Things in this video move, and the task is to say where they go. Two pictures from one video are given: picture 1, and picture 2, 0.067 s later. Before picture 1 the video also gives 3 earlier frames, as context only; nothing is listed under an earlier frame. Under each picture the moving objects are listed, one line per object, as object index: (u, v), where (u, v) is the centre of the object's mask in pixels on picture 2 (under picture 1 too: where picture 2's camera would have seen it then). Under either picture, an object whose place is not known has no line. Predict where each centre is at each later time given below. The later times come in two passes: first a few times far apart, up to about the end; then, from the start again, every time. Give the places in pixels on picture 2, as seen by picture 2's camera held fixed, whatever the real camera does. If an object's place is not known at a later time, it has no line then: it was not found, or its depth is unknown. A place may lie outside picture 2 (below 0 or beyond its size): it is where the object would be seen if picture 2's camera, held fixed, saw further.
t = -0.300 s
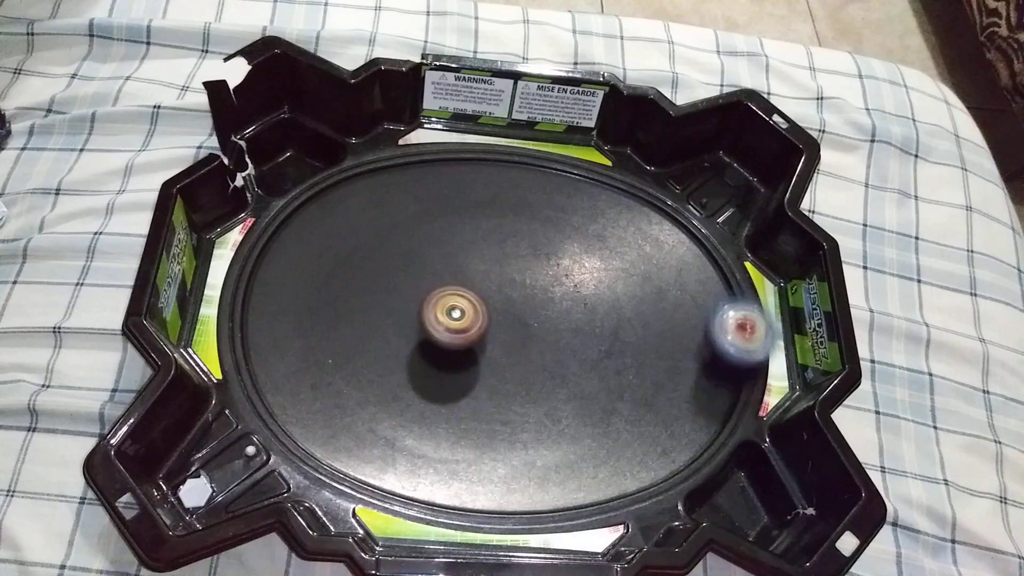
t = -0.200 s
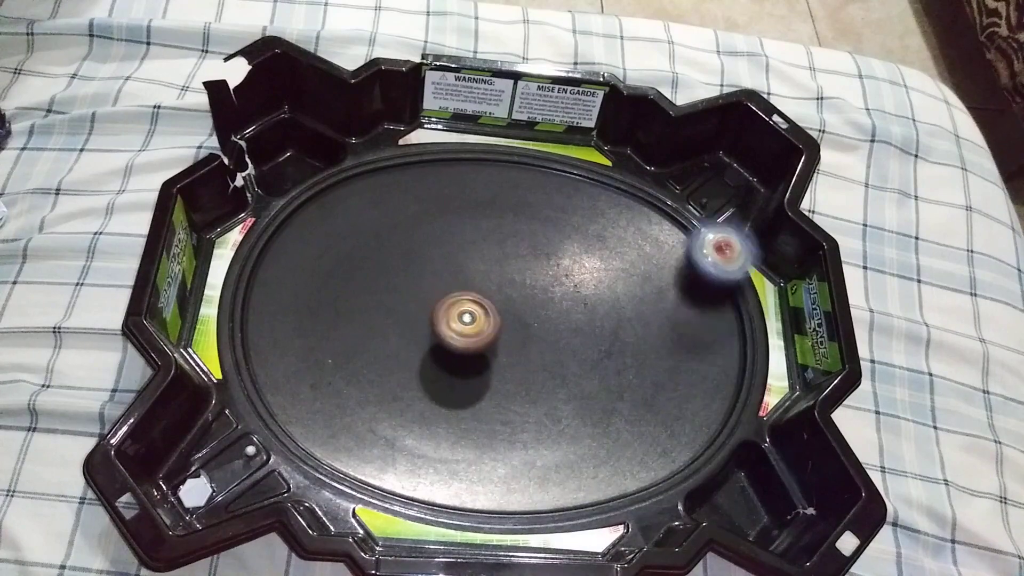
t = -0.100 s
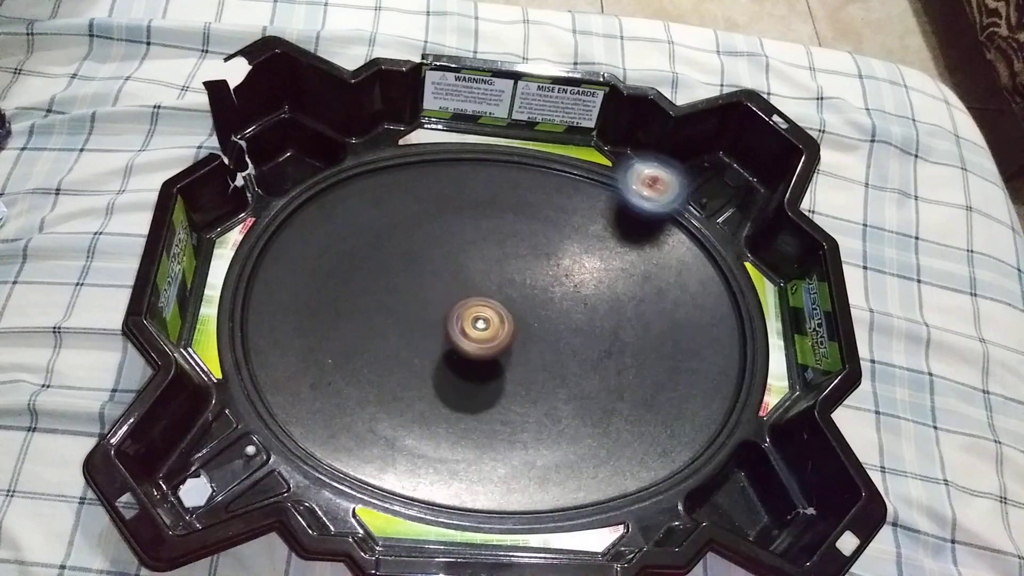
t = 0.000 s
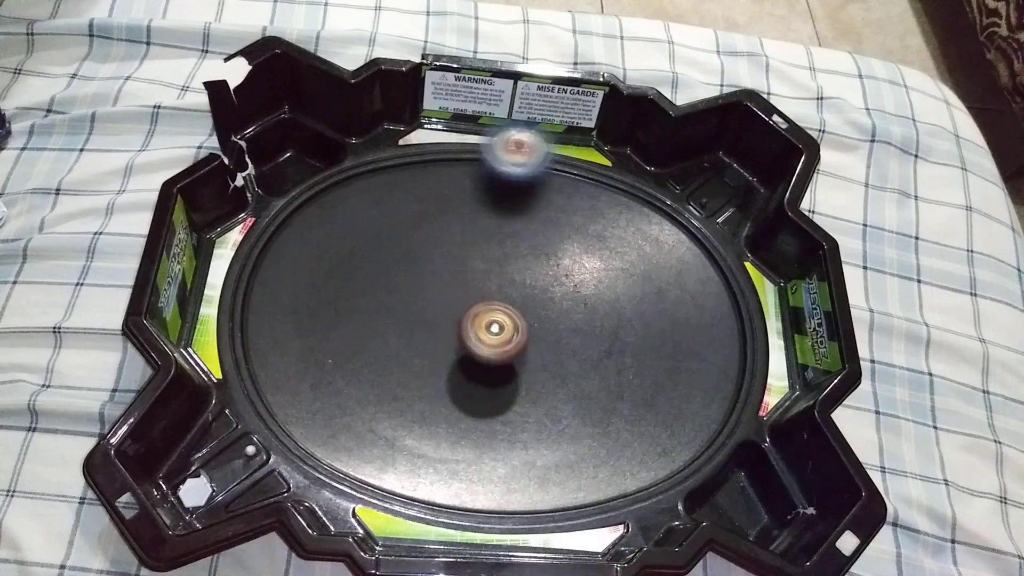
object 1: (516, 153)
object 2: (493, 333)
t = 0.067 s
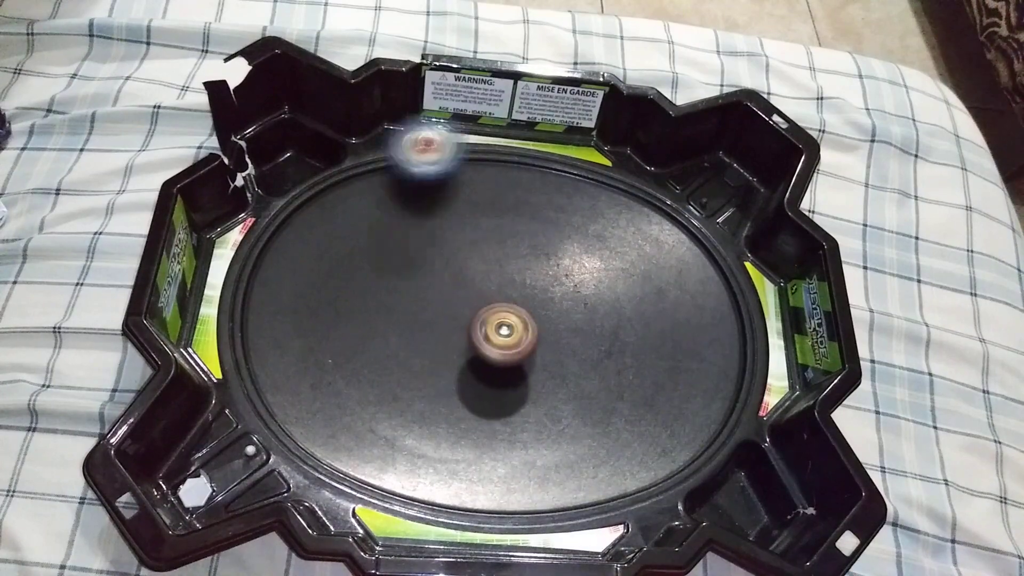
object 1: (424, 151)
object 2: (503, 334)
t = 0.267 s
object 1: (259, 364)
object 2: (527, 333)
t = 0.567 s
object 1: (745, 334)
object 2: (538, 327)
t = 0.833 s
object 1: (292, 199)
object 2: (531, 321)
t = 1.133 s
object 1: (692, 448)
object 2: (517, 330)
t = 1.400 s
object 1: (496, 147)
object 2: (509, 353)
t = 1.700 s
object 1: (497, 486)
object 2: (497, 373)
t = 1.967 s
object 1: (730, 259)
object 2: (485, 370)
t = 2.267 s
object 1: (257, 253)
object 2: (469, 348)
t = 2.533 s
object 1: (600, 474)
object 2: (450, 325)
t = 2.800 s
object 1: (733, 299)
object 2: (440, 315)
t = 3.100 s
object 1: (512, 157)
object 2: (447, 318)
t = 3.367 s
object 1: (325, 252)
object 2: (467, 325)
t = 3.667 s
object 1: (386, 433)
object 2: (499, 333)
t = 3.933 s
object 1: (565, 429)
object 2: (518, 331)
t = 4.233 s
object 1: (600, 319)
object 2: (523, 329)
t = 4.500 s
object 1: (543, 258)
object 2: (507, 336)
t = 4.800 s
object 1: (446, 255)
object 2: (490, 361)
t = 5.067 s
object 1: (395, 315)
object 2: (475, 374)
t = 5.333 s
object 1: (398, 369)
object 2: (482, 370)
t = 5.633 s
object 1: (431, 381)
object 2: (490, 343)
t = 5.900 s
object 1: (444, 367)
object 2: (502, 309)
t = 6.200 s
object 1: (445, 338)
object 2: (488, 285)
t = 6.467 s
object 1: (423, 347)
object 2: (505, 268)
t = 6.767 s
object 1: (431, 345)
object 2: (516, 287)
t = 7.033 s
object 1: (450, 328)
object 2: (526, 321)
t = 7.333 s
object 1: (452, 314)
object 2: (555, 353)
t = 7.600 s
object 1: (467, 309)
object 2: (559, 362)
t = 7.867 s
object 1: (482, 302)
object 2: (534, 359)
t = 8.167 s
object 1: (444, 282)
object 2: (516, 385)
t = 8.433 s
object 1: (430, 298)
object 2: (486, 380)
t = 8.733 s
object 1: (425, 288)
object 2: (489, 406)
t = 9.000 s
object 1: (410, 272)
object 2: (490, 404)
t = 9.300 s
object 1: (436, 294)
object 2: (477, 357)
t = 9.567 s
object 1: (417, 247)
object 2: (530, 430)
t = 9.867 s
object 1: (439, 279)
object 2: (497, 408)
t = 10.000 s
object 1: (462, 310)
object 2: (475, 386)
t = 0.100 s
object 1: (380, 157)
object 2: (507, 334)
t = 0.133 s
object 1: (337, 170)
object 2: (512, 335)
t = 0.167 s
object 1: (294, 192)
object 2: (516, 334)
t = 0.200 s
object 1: (262, 236)
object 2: (520, 334)
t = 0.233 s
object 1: (247, 298)
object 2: (524, 334)
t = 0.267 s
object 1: (259, 364)
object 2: (527, 333)
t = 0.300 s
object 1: (301, 420)
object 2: (530, 332)
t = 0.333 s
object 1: (370, 461)
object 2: (532, 331)
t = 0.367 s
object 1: (451, 485)
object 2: (535, 331)
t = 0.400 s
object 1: (528, 491)
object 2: (536, 330)
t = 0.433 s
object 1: (595, 483)
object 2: (537, 329)
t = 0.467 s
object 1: (659, 465)
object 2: (537, 329)
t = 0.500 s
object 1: (712, 431)
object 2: (538, 328)
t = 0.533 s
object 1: (739, 389)
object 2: (538, 328)
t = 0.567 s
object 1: (745, 334)
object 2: (538, 327)
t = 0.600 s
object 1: (735, 269)
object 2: (538, 327)
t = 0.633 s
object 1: (702, 216)
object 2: (537, 326)
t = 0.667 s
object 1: (643, 178)
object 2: (536, 325)
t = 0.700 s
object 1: (579, 159)
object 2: (535, 325)
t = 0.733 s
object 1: (506, 149)
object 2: (534, 324)
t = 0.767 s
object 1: (435, 148)
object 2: (533, 323)
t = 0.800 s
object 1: (359, 161)
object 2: (532, 322)
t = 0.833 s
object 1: (292, 199)
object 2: (531, 321)
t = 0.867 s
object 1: (257, 272)
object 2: (530, 321)
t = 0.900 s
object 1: (256, 346)
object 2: (528, 321)
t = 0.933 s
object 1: (294, 413)
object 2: (526, 321)
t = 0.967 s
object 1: (364, 455)
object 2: (525, 321)
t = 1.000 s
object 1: (440, 477)
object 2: (524, 322)
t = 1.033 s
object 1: (516, 489)
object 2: (521, 324)
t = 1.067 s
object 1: (581, 487)
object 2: (520, 325)
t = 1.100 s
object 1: (643, 470)
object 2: (519, 327)
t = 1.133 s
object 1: (692, 448)
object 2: (517, 330)
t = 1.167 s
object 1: (729, 411)
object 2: (516, 332)
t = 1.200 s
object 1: (745, 367)
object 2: (515, 335)
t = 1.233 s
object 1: (743, 315)
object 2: (514, 337)
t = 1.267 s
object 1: (728, 257)
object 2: (514, 341)
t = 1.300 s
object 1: (685, 204)
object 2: (513, 344)
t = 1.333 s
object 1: (630, 174)
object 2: (512, 347)
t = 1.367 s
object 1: (562, 156)
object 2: (510, 350)
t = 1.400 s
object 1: (496, 147)
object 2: (509, 353)
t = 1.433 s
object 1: (429, 147)
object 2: (507, 356)
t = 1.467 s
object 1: (357, 162)
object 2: (506, 360)
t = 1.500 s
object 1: (291, 198)
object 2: (504, 362)
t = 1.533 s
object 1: (257, 271)
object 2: (503, 365)
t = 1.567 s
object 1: (255, 344)
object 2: (502, 367)
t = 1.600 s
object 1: (290, 407)
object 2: (501, 370)
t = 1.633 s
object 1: (351, 450)
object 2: (500, 371)
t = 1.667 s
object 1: (425, 475)
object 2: (498, 372)
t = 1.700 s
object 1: (497, 486)
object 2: (497, 373)
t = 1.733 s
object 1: (557, 487)
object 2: (496, 374)
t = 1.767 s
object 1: (612, 476)
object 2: (495, 375)
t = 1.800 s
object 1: (661, 462)
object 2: (493, 375)
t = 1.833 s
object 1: (700, 439)
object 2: (492, 374)
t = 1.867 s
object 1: (729, 409)
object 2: (491, 374)
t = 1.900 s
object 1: (741, 366)
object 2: (489, 373)
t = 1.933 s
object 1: (743, 317)
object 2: (487, 372)
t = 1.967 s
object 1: (730, 259)
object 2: (485, 370)
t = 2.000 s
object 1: (694, 209)
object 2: (484, 369)
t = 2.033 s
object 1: (643, 176)
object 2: (482, 367)
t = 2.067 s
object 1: (584, 159)
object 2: (480, 365)
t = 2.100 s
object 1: (522, 149)
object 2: (478, 362)
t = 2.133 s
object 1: (464, 146)
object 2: (476, 360)
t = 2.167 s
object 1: (402, 149)
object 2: (475, 357)
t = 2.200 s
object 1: (342, 164)
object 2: (472, 354)
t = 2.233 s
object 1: (292, 198)
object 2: (470, 351)
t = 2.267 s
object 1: (257, 253)
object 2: (469, 348)
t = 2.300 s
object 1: (250, 313)
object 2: (466, 346)
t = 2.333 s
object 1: (266, 374)
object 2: (464, 342)
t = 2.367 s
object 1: (308, 423)
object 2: (462, 339)
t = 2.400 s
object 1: (367, 456)
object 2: (460, 336)
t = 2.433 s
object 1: (437, 478)
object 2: (458, 333)
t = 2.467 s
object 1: (497, 485)
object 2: (455, 330)
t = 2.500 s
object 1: (550, 487)
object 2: (452, 328)
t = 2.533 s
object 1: (600, 474)
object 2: (450, 325)
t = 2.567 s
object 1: (643, 463)
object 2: (448, 323)
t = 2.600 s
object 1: (677, 443)
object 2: (446, 321)
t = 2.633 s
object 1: (703, 417)
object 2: (445, 319)
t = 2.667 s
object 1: (723, 397)
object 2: (444, 318)
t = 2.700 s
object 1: (733, 374)
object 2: (442, 317)
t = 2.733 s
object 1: (738, 348)
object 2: (441, 316)
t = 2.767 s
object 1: (738, 321)
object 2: (440, 315)
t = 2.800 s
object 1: (733, 299)
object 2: (440, 315)
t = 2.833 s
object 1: (727, 273)
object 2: (439, 315)
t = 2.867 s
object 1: (716, 252)
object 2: (439, 314)
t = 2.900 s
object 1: (704, 228)
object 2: (440, 314)
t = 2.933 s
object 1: (684, 206)
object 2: (440, 314)
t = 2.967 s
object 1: (663, 190)
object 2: (440, 315)
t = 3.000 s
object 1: (631, 177)
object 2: (441, 315)
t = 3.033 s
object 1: (589, 167)
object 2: (442, 316)
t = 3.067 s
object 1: (548, 162)
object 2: (445, 317)
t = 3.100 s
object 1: (512, 157)
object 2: (447, 318)
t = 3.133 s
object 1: (480, 157)
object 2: (449, 319)
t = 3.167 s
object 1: (449, 163)
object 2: (451, 320)
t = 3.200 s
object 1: (421, 170)
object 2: (453, 321)
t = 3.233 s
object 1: (395, 180)
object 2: (456, 322)
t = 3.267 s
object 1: (372, 196)
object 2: (459, 323)
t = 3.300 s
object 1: (353, 213)
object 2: (462, 324)
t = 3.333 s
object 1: (337, 231)
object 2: (465, 325)
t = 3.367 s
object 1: (325, 252)
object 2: (467, 325)
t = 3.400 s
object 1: (317, 273)
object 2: (471, 326)
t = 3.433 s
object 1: (312, 295)
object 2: (475, 327)
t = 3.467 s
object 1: (311, 320)
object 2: (479, 329)
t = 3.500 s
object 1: (315, 343)
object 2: (482, 330)
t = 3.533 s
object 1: (322, 366)
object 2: (486, 330)
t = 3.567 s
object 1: (333, 387)
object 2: (489, 331)
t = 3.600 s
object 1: (348, 405)
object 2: (492, 332)
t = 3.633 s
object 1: (365, 419)
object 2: (495, 332)
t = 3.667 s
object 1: (386, 433)
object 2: (499, 333)
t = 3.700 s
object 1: (408, 442)
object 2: (502, 333)
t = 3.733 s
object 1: (432, 448)
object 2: (504, 333)
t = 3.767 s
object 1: (456, 452)
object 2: (507, 332)
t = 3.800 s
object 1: (481, 453)
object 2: (509, 333)
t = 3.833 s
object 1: (505, 451)
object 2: (512, 332)
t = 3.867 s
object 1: (528, 446)
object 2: (514, 332)
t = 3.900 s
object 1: (548, 438)
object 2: (516, 332)
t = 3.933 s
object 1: (565, 429)
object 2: (518, 331)
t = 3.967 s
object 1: (579, 416)
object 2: (520, 331)
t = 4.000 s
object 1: (590, 407)
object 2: (521, 330)
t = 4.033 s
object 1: (598, 394)
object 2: (522, 330)
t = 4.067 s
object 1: (604, 380)
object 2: (523, 330)
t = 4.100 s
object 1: (606, 367)
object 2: (524, 330)
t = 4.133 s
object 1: (606, 355)
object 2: (525, 329)
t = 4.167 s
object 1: (604, 341)
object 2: (526, 329)
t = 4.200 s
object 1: (602, 330)
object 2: (526, 329)
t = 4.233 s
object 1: (600, 319)
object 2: (523, 329)
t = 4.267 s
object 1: (597, 309)
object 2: (521, 329)
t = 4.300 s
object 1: (593, 300)
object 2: (519, 329)
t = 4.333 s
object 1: (586, 292)
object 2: (517, 329)
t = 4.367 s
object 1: (577, 283)
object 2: (515, 329)
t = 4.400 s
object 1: (570, 276)
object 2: (513, 331)
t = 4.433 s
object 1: (563, 271)
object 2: (511, 332)
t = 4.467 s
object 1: (552, 265)
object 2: (509, 334)
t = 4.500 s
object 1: (543, 258)
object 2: (507, 336)
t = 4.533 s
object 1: (534, 254)
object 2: (506, 338)
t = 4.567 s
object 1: (524, 251)
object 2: (504, 341)
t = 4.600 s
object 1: (513, 249)
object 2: (503, 344)
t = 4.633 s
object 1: (502, 247)
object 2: (501, 347)
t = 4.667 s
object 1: (490, 248)
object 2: (499, 350)
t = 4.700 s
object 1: (479, 248)
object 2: (496, 353)
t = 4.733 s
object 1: (467, 249)
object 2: (494, 355)
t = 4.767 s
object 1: (457, 252)
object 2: (492, 359)
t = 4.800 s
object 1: (446, 255)
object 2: (490, 361)
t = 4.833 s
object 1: (436, 261)
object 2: (487, 364)
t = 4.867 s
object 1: (427, 266)
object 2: (486, 366)
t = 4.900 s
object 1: (419, 272)
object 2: (484, 369)
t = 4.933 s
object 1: (412, 280)
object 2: (481, 370)
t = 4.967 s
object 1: (405, 289)
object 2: (479, 372)
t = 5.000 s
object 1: (401, 297)
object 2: (478, 373)
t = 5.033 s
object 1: (397, 306)
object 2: (477, 374)
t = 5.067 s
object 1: (395, 315)
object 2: (475, 374)
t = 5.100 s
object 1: (395, 325)
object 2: (474, 373)
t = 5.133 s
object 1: (396, 334)
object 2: (473, 373)
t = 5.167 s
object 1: (399, 343)
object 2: (473, 373)
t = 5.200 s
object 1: (398, 350)
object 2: (475, 373)
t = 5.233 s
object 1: (398, 356)
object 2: (475, 372)
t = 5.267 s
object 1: (398, 361)
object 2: (479, 372)
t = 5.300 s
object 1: (397, 366)
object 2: (480, 371)
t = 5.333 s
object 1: (398, 369)
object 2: (482, 370)
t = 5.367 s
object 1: (399, 372)
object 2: (483, 368)
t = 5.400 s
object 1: (402, 376)
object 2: (485, 367)
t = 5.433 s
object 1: (405, 378)
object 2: (485, 364)
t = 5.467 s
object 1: (407, 380)
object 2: (487, 361)
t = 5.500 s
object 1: (410, 382)
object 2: (488, 358)
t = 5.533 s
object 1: (415, 383)
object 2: (488, 355)
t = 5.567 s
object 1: (420, 383)
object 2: (489, 351)
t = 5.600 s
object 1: (425, 383)
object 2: (489, 347)
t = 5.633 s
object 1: (431, 381)
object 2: (490, 343)
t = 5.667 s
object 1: (430, 381)
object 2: (494, 338)
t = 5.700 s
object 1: (431, 381)
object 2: (499, 332)
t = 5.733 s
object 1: (433, 380)
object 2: (501, 328)
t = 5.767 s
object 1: (436, 380)
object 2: (503, 324)
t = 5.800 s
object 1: (438, 378)
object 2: (503, 320)
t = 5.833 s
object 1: (440, 374)
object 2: (503, 316)
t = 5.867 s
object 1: (442, 371)
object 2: (503, 312)
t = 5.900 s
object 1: (444, 367)
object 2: (502, 309)
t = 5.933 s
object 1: (445, 363)
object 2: (500, 305)
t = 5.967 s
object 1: (448, 359)
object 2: (498, 302)
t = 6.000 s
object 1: (449, 354)
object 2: (496, 299)
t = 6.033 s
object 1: (450, 350)
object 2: (493, 297)
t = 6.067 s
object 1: (449, 346)
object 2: (491, 294)
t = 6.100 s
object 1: (447, 345)
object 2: (491, 290)
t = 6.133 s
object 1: (446, 343)
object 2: (491, 288)
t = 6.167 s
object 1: (445, 341)
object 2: (489, 287)
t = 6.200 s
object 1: (445, 338)
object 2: (488, 285)
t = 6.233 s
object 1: (444, 337)
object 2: (487, 284)
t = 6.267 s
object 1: (442, 336)
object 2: (486, 283)
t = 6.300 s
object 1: (434, 338)
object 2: (492, 275)
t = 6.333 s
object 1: (430, 341)
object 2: (496, 271)
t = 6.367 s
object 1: (427, 343)
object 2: (498, 270)
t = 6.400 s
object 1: (425, 345)
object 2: (501, 269)
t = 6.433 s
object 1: (425, 346)
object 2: (503, 268)
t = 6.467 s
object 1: (423, 347)
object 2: (505, 268)
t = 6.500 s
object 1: (423, 348)
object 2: (507, 268)
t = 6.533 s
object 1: (423, 349)
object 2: (509, 269)
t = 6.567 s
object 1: (423, 349)
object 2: (510, 270)
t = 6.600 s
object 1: (423, 350)
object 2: (512, 271)
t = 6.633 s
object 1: (423, 350)
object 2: (513, 274)
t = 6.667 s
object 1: (425, 349)
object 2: (514, 277)
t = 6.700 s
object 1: (427, 348)
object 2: (514, 280)
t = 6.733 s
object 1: (428, 347)
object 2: (515, 283)
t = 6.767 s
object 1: (431, 345)
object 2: (516, 287)
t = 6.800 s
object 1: (433, 344)
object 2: (517, 292)
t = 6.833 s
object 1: (436, 342)
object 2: (519, 296)
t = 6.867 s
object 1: (439, 340)
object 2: (519, 300)
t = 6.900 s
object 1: (441, 338)
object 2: (519, 304)
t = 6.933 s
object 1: (444, 336)
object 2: (519, 309)
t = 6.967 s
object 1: (447, 333)
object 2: (520, 313)
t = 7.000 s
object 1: (449, 331)
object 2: (522, 317)
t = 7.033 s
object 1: (450, 328)
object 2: (526, 321)
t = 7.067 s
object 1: (450, 325)
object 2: (530, 326)
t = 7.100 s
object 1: (451, 323)
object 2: (535, 329)
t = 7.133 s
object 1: (451, 322)
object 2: (537, 333)
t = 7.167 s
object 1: (450, 320)
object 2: (540, 336)
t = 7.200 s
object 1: (450, 319)
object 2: (544, 340)
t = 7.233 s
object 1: (450, 317)
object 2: (547, 344)
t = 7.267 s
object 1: (451, 316)
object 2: (550, 347)
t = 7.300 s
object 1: (451, 315)
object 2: (553, 350)
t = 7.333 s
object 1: (452, 314)
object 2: (555, 353)
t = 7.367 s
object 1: (453, 313)
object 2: (558, 355)
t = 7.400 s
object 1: (454, 313)
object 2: (559, 357)
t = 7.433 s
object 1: (456, 312)
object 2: (560, 359)
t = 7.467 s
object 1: (457, 312)
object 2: (561, 360)
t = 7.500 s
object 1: (460, 311)
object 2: (562, 361)
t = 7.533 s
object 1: (462, 311)
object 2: (561, 362)
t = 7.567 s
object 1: (464, 311)
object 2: (560, 363)
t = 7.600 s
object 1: (467, 309)
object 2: (559, 362)
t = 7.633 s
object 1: (469, 308)
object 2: (557, 362)
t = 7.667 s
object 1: (471, 308)
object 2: (555, 362)
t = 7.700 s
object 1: (473, 307)
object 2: (552, 362)
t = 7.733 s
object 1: (475, 306)
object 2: (549, 360)
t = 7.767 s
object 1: (477, 306)
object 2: (545, 360)
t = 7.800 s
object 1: (479, 306)
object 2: (541, 359)
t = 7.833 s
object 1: (481, 305)
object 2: (536, 358)
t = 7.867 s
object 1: (482, 302)
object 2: (534, 359)
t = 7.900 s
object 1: (480, 297)
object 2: (535, 365)
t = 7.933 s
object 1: (473, 290)
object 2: (536, 370)
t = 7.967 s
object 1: (468, 287)
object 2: (534, 373)
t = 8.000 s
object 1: (463, 285)
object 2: (532, 376)
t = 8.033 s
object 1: (458, 283)
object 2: (529, 378)
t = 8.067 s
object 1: (454, 282)
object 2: (526, 381)
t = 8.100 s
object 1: (450, 282)
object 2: (523, 382)
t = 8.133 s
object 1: (447, 282)
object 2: (519, 384)
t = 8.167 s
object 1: (444, 282)
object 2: (516, 385)
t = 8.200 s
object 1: (440, 282)
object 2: (512, 386)
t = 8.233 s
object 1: (438, 283)
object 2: (509, 386)
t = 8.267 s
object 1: (436, 285)
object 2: (505, 386)
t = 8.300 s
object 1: (434, 286)
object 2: (502, 385)
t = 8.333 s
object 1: (432, 289)
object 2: (498, 385)
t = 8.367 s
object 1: (430, 291)
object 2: (494, 384)
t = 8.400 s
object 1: (429, 295)
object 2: (490, 382)
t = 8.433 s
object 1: (430, 298)
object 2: (486, 380)
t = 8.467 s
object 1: (430, 302)
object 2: (483, 378)
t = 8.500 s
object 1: (431, 307)
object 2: (479, 376)
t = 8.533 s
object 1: (433, 310)
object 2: (476, 375)
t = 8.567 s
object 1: (433, 310)
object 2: (477, 378)
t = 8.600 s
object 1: (435, 312)
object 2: (476, 379)
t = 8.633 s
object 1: (436, 314)
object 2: (473, 379)
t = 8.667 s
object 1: (434, 306)
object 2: (479, 390)
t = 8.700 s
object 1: (429, 294)
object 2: (485, 400)
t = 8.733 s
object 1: (425, 288)
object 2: (489, 406)
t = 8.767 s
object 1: (422, 284)
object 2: (490, 408)
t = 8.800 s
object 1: (418, 280)
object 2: (490, 410)
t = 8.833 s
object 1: (416, 277)
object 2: (490, 411)
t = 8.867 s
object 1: (414, 274)
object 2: (490, 411)
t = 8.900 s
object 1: (412, 273)
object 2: (490, 410)
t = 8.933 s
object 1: (411, 273)
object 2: (490, 409)
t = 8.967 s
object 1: (410, 272)
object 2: (490, 407)
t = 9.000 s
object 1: (410, 272)
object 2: (490, 404)
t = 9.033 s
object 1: (410, 272)
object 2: (490, 400)
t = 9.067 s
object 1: (411, 273)
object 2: (490, 396)
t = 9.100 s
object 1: (414, 274)
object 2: (488, 391)
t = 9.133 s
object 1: (416, 276)
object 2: (487, 385)
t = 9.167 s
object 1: (418, 278)
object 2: (486, 380)
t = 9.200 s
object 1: (421, 282)
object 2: (484, 375)
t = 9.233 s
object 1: (426, 285)
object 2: (482, 368)
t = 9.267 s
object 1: (431, 289)
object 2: (480, 362)
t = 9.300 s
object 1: (436, 294)
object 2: (477, 357)
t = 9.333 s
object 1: (432, 278)
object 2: (492, 376)
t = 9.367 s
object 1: (428, 264)
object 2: (508, 396)
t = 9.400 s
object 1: (426, 258)
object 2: (521, 412)
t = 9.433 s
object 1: (423, 253)
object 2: (530, 422)
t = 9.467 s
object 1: (420, 250)
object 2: (535, 428)
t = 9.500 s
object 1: (419, 247)
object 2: (535, 429)
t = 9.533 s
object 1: (418, 247)
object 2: (533, 430)
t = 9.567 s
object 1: (417, 247)
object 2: (530, 430)
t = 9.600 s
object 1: (416, 247)
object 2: (527, 430)
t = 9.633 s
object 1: (416, 248)
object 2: (524, 430)
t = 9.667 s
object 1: (417, 250)
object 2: (521, 429)
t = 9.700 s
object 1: (419, 252)
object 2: (519, 427)
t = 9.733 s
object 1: (422, 256)
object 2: (514, 425)
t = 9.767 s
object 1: (425, 260)
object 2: (510, 421)
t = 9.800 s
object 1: (430, 266)
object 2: (506, 417)
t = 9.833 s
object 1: (433, 272)
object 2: (502, 413)
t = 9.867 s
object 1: (439, 279)
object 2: (497, 408)
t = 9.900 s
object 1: (445, 286)
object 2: (492, 404)
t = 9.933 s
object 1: (450, 295)
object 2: (487, 398)
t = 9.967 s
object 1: (456, 301)
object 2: (481, 392)
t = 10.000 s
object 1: (462, 310)
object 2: (475, 386)
